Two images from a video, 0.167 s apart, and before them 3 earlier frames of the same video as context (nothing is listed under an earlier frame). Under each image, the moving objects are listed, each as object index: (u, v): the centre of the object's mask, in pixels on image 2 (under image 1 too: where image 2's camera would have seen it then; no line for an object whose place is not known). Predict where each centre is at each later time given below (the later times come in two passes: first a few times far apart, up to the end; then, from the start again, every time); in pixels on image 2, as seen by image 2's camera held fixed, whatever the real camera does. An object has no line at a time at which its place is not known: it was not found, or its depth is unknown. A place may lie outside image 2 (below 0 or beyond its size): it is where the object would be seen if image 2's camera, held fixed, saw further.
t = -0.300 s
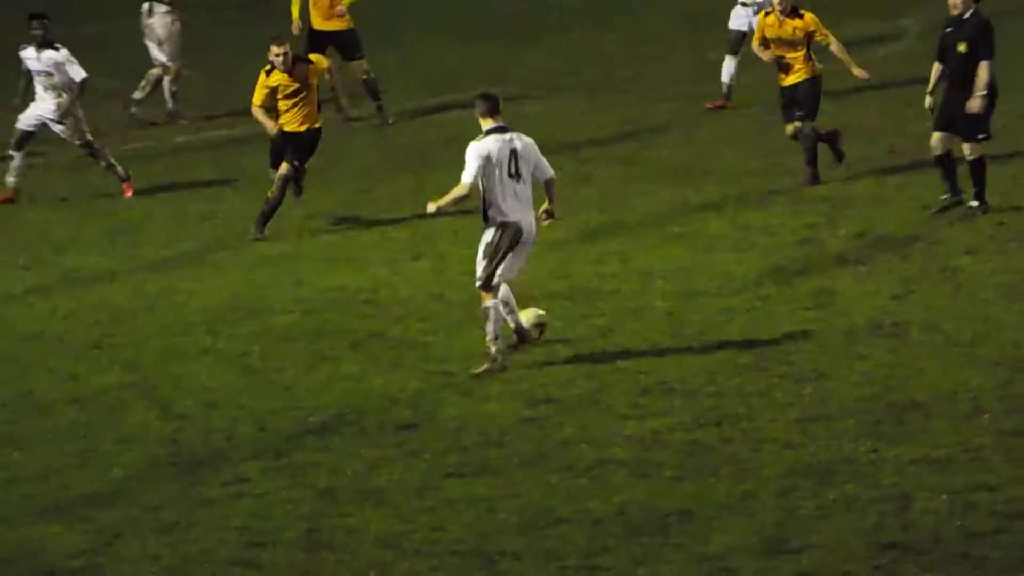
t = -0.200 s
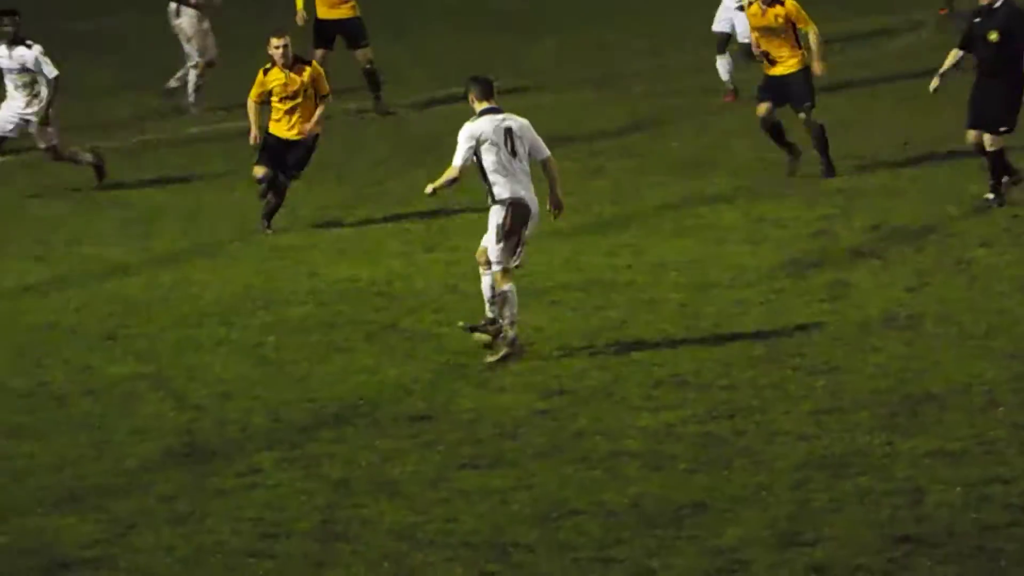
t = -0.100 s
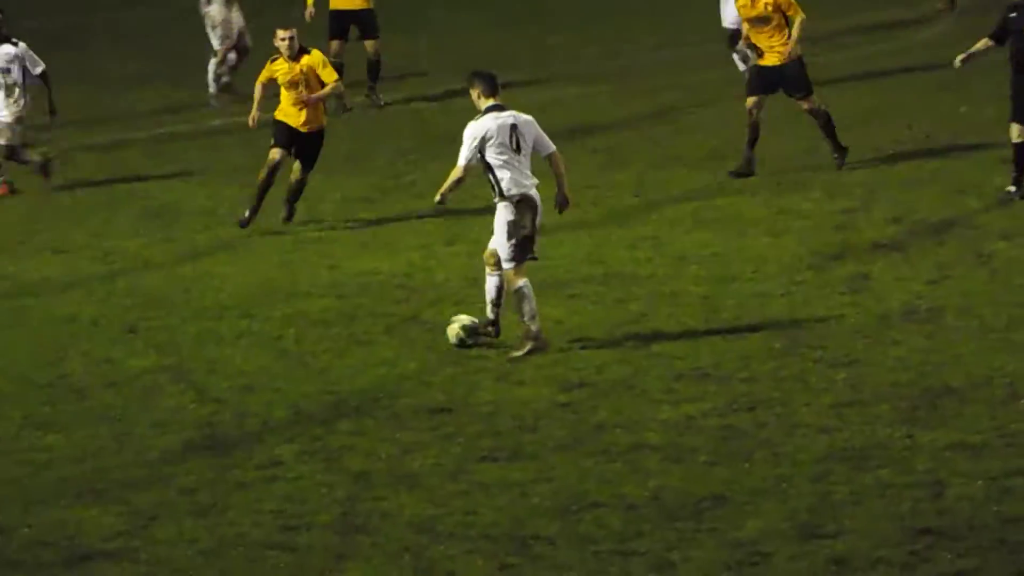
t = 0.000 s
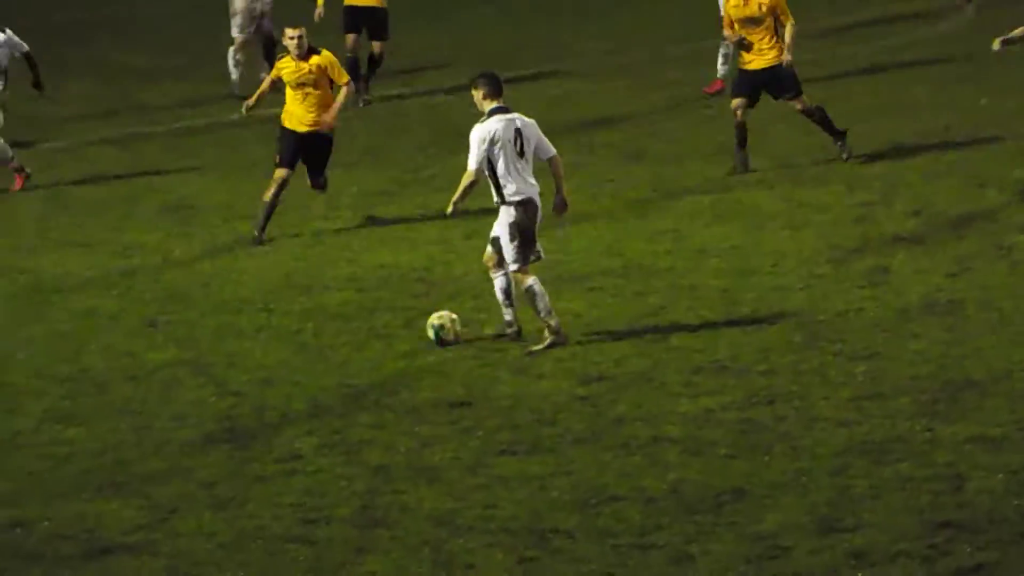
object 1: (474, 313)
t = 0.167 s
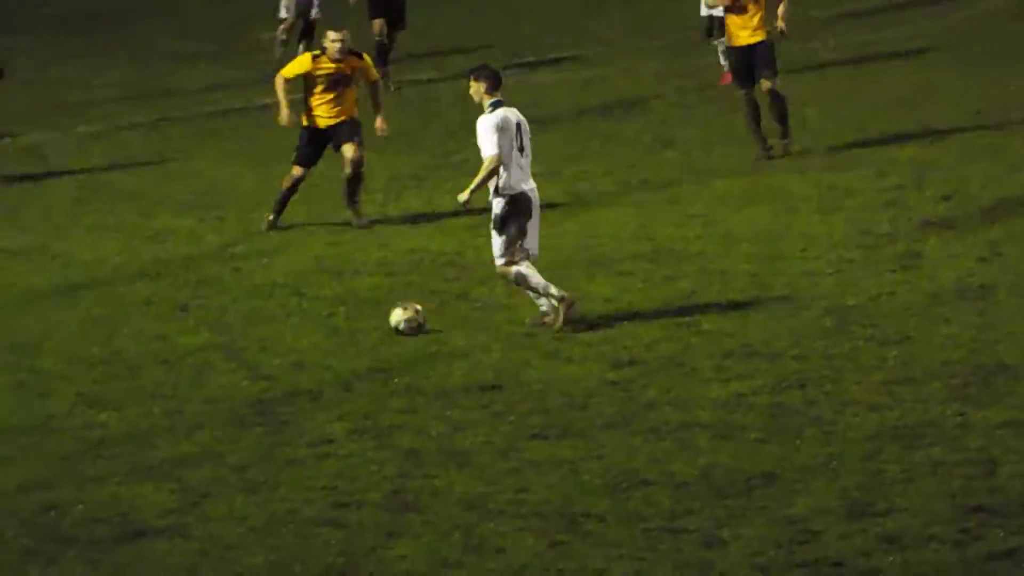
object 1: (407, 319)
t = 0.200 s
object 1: (394, 318)
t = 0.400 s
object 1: (318, 324)
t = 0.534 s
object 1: (270, 325)
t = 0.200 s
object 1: (394, 318)
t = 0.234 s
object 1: (381, 317)
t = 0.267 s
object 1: (369, 319)
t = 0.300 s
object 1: (356, 320)
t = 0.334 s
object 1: (343, 322)
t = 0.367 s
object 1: (330, 322)
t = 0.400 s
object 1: (318, 324)
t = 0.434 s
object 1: (306, 326)
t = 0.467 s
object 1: (292, 325)
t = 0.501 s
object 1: (282, 326)
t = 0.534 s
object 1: (270, 325)
